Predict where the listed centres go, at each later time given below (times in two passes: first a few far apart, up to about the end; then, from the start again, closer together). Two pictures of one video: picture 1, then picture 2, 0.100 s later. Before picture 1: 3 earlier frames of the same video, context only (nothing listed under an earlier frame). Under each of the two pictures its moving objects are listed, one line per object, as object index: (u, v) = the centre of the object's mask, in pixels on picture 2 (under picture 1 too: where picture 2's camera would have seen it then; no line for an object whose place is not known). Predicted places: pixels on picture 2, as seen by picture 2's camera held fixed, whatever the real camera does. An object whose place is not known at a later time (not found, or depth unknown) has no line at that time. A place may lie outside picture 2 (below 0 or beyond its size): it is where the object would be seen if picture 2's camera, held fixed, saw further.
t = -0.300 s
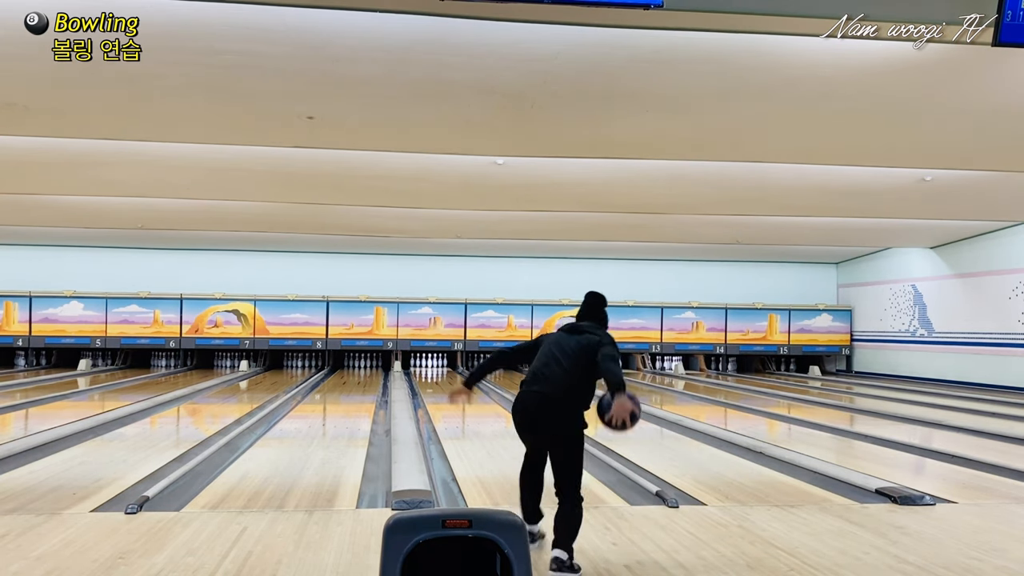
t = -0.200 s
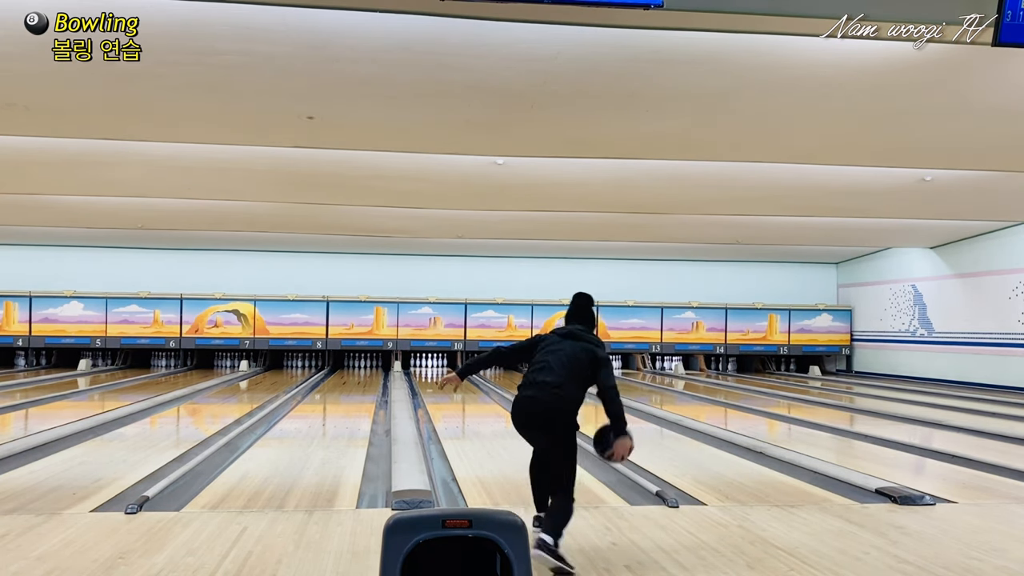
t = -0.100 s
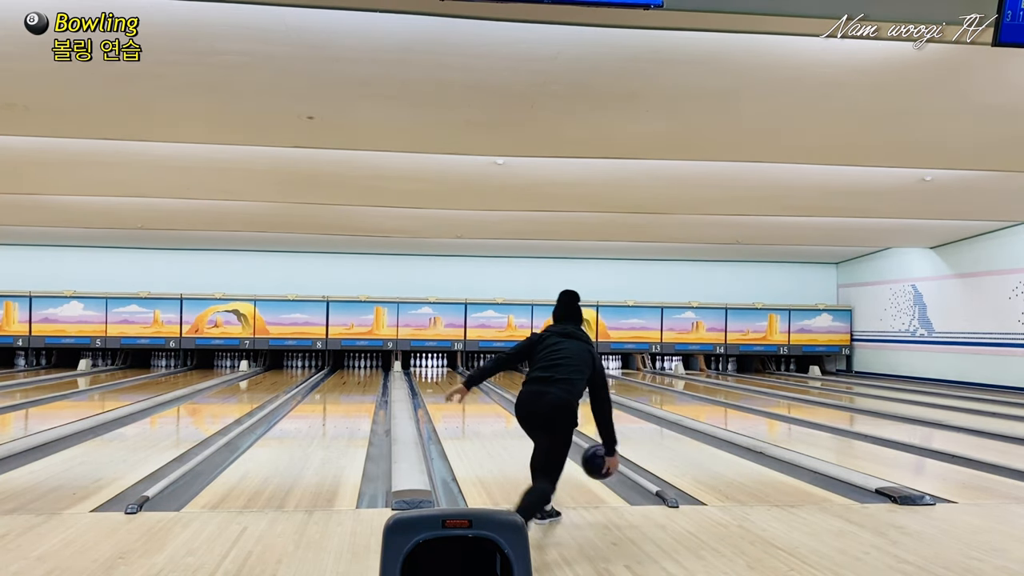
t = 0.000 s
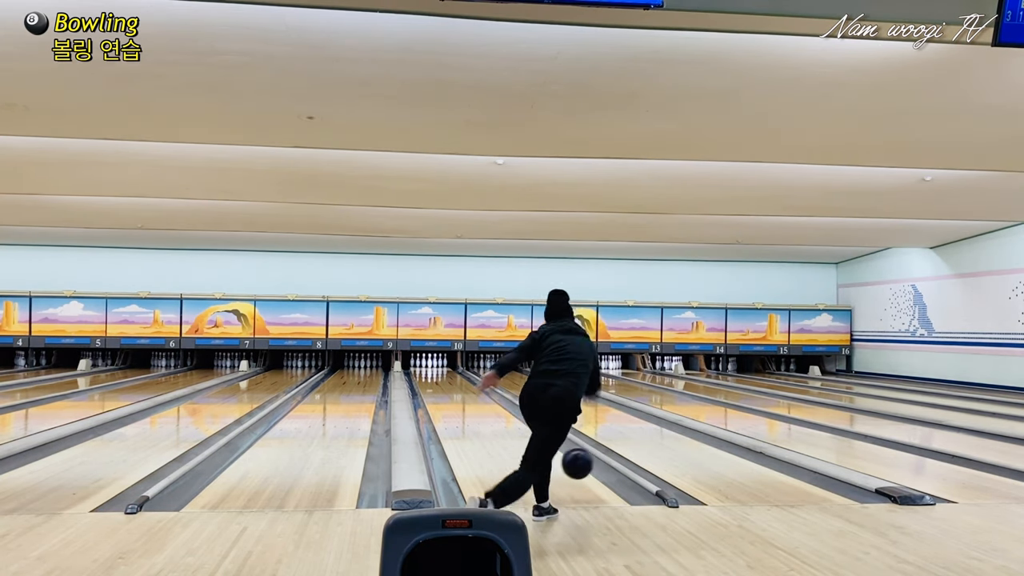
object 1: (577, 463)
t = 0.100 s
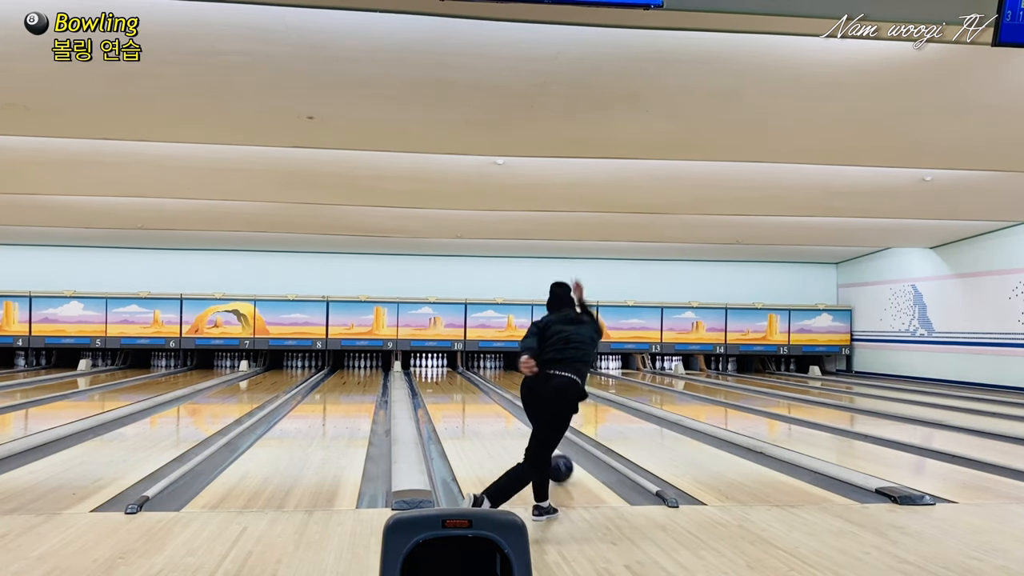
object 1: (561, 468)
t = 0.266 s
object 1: (528, 446)
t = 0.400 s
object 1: (520, 435)
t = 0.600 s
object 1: (503, 421)
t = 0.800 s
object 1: (490, 410)
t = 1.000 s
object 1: (479, 401)
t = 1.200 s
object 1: (470, 394)
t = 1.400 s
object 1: (462, 388)
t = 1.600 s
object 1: (455, 383)
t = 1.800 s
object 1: (449, 379)
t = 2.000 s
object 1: (444, 376)
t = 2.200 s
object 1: (439, 373)
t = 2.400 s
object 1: (434, 370)
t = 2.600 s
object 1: (430, 367)
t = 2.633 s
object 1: (429, 367)
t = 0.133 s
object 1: (558, 464)
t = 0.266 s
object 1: (528, 446)
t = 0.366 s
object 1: (523, 438)
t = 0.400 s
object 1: (520, 435)
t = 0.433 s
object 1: (517, 433)
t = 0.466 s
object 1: (514, 430)
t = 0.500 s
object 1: (512, 427)
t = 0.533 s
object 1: (509, 425)
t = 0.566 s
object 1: (506, 423)
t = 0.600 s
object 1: (503, 421)
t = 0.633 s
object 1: (501, 419)
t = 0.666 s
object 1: (499, 417)
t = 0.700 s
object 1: (496, 415)
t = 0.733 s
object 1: (494, 413)
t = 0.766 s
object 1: (492, 411)
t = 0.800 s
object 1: (490, 410)
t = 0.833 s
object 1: (488, 408)
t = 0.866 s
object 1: (486, 407)
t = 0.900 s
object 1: (484, 405)
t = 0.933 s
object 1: (482, 404)
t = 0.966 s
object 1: (480, 402)
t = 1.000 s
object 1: (479, 401)
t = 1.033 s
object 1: (477, 400)
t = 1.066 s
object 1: (475, 399)
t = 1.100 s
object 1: (473, 398)
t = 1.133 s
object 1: (472, 397)
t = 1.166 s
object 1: (471, 395)
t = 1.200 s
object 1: (470, 394)
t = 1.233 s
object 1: (468, 393)
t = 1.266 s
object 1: (467, 392)
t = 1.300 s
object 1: (466, 391)
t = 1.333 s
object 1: (464, 390)
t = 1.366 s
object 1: (463, 389)
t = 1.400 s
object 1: (462, 388)
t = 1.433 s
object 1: (461, 387)
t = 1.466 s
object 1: (460, 387)
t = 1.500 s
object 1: (458, 386)
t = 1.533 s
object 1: (457, 385)
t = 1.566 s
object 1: (456, 384)
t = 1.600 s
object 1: (455, 383)
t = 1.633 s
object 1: (454, 383)
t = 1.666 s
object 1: (453, 382)
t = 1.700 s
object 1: (452, 381)
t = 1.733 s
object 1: (451, 381)
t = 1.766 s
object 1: (450, 380)
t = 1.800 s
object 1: (449, 379)
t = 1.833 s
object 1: (448, 379)
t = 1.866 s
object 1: (447, 378)
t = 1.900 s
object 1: (446, 378)
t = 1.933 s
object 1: (446, 377)
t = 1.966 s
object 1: (445, 376)
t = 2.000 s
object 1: (444, 376)
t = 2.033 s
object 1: (443, 375)
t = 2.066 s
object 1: (442, 374)
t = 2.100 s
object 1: (441, 374)
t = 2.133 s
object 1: (441, 373)
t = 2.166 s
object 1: (440, 373)
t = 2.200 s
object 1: (439, 373)
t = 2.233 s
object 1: (438, 372)
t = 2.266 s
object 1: (437, 372)
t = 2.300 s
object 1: (436, 371)
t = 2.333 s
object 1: (436, 371)
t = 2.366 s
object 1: (435, 371)
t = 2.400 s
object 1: (434, 370)
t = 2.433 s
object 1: (433, 369)
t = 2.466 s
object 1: (432, 369)
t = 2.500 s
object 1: (432, 368)
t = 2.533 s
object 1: (431, 368)
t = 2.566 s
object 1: (430, 368)
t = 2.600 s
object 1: (430, 367)
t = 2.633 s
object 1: (429, 367)
